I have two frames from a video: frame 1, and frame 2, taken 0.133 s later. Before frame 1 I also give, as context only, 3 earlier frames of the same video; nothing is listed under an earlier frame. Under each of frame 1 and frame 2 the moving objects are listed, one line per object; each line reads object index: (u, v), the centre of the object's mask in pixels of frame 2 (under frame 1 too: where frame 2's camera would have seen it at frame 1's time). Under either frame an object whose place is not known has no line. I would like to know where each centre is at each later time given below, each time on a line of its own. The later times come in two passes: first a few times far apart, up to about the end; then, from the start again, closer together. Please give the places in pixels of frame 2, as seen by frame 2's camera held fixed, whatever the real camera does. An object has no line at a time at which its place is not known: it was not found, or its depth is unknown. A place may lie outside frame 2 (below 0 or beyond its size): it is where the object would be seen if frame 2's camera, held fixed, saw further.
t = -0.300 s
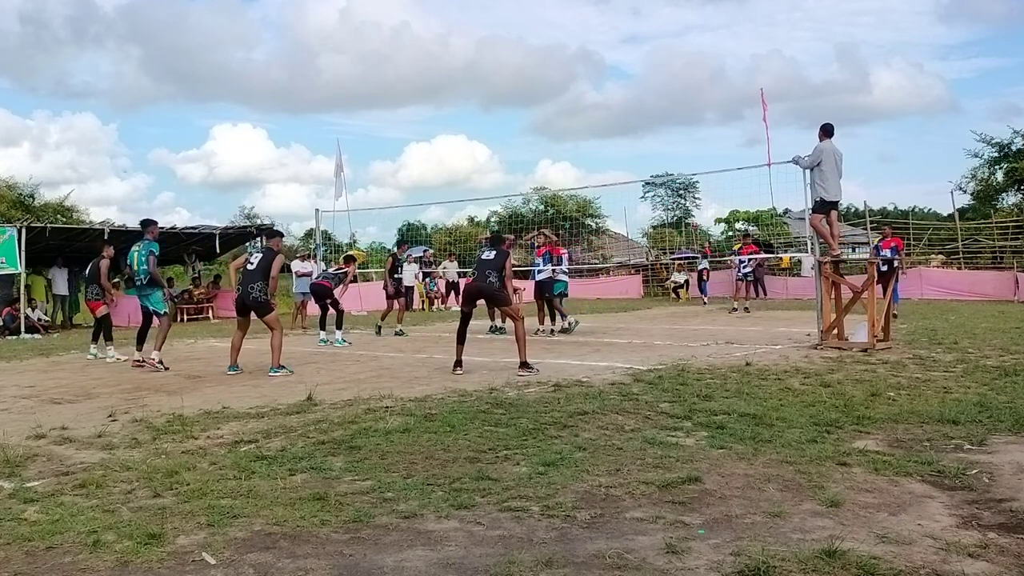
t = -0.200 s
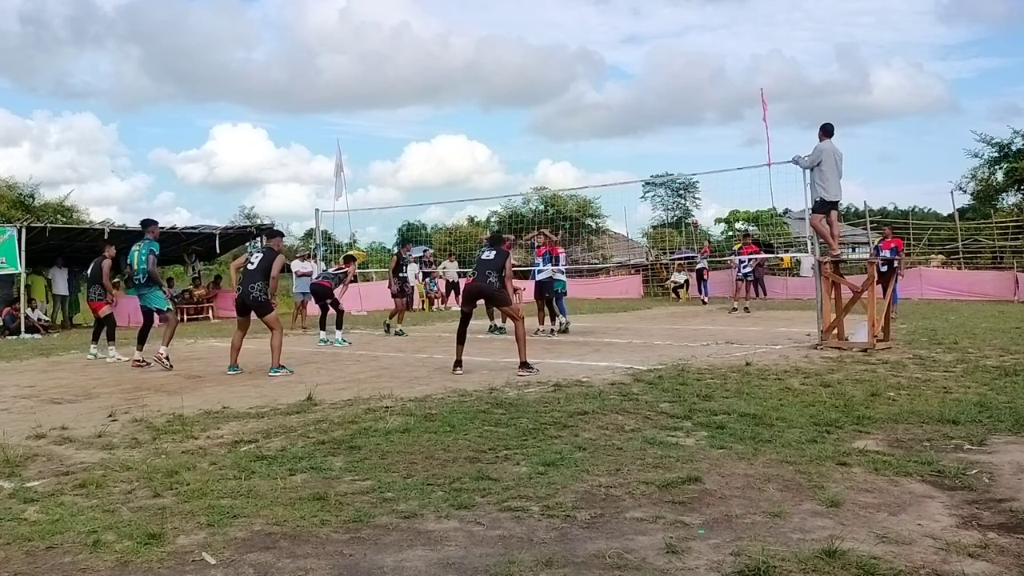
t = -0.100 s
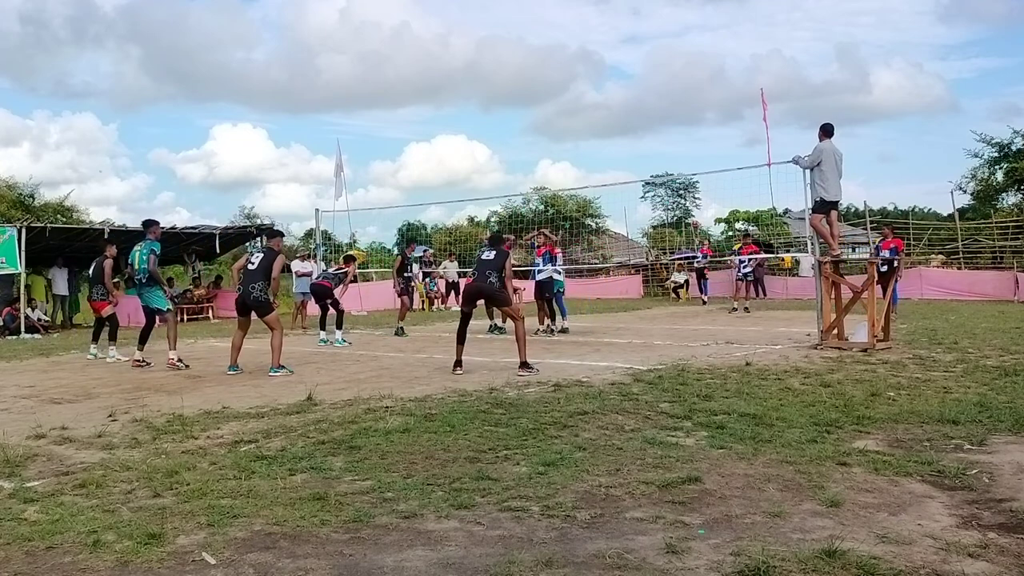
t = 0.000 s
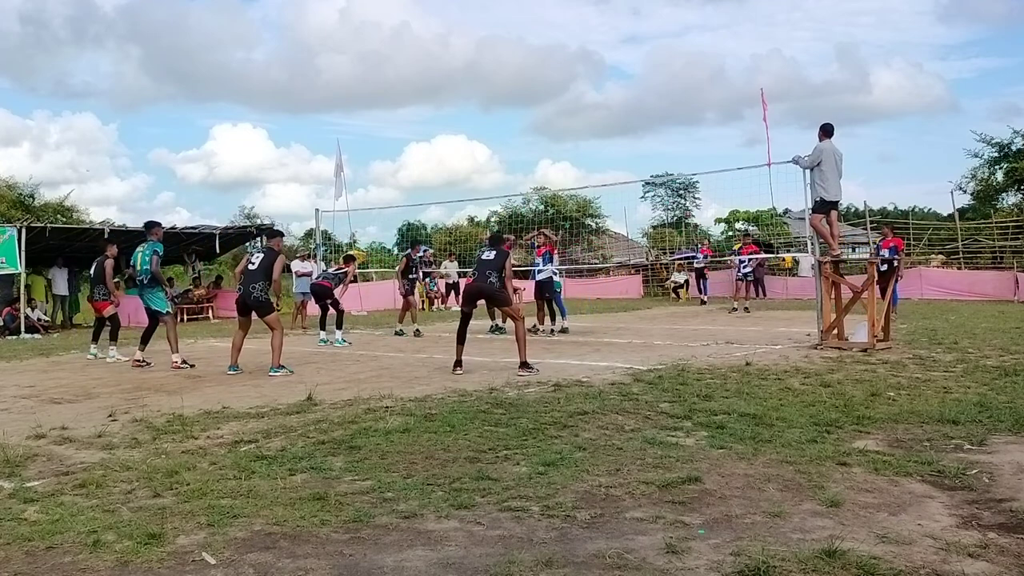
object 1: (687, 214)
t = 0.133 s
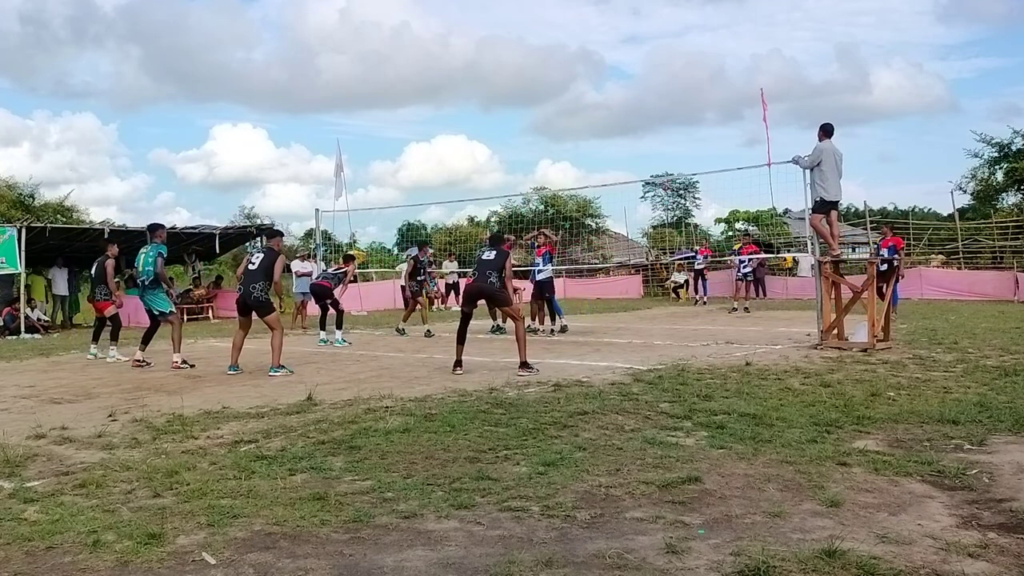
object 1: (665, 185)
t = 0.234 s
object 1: (648, 167)
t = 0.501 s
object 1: (597, 126)
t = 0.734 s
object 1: (539, 108)
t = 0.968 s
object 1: (467, 122)
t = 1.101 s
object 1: (416, 150)
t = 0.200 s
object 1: (654, 174)
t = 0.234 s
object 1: (648, 167)
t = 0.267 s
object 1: (642, 161)
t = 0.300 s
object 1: (636, 155)
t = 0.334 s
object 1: (630, 150)
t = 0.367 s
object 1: (623, 144)
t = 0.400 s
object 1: (617, 139)
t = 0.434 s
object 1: (611, 134)
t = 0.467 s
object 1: (604, 130)
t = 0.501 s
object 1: (597, 126)
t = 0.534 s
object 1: (589, 122)
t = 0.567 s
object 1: (582, 118)
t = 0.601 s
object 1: (574, 115)
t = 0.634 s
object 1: (566, 113)
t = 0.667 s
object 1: (557, 110)
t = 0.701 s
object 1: (548, 109)
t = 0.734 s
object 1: (539, 108)
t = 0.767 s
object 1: (530, 108)
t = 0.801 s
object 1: (520, 109)
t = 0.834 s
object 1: (510, 110)
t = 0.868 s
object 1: (500, 111)
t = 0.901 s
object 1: (490, 114)
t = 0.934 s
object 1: (479, 117)
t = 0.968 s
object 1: (467, 122)
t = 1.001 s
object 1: (455, 127)
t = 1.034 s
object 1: (442, 133)
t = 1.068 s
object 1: (430, 141)
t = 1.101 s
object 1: (416, 150)
